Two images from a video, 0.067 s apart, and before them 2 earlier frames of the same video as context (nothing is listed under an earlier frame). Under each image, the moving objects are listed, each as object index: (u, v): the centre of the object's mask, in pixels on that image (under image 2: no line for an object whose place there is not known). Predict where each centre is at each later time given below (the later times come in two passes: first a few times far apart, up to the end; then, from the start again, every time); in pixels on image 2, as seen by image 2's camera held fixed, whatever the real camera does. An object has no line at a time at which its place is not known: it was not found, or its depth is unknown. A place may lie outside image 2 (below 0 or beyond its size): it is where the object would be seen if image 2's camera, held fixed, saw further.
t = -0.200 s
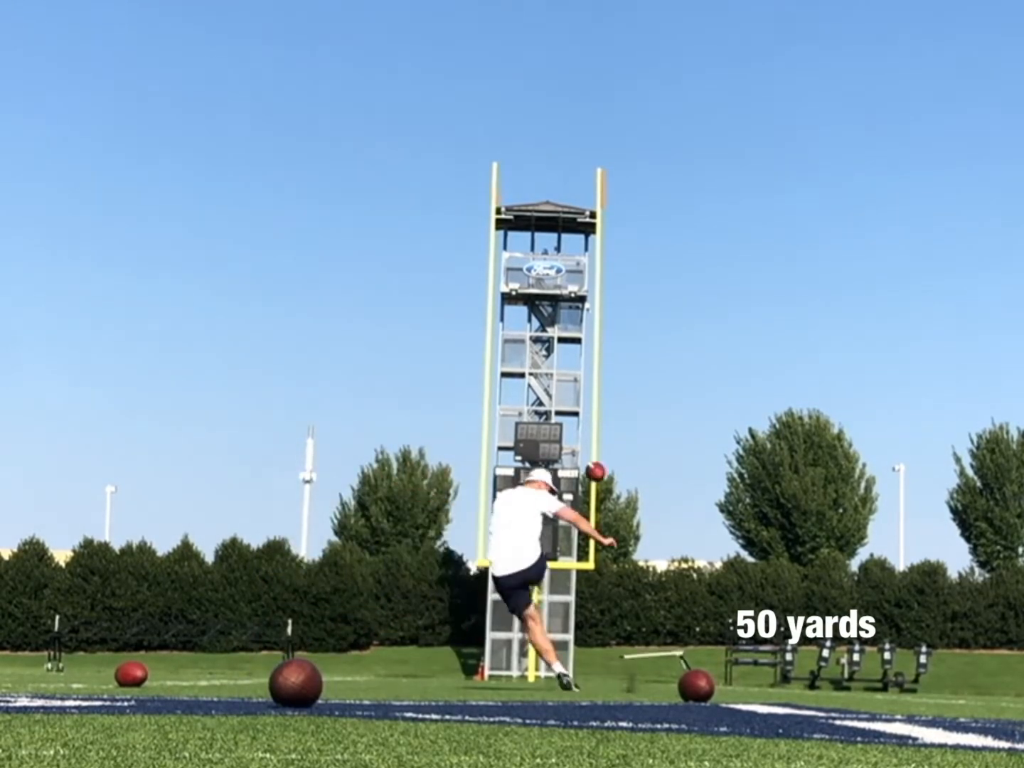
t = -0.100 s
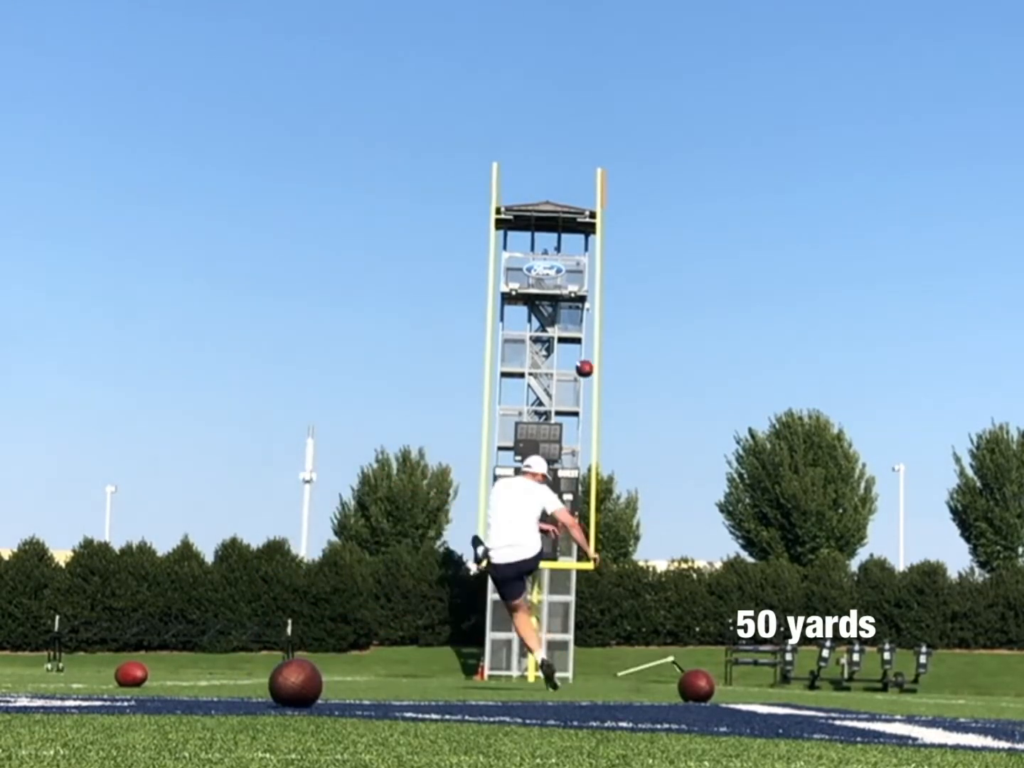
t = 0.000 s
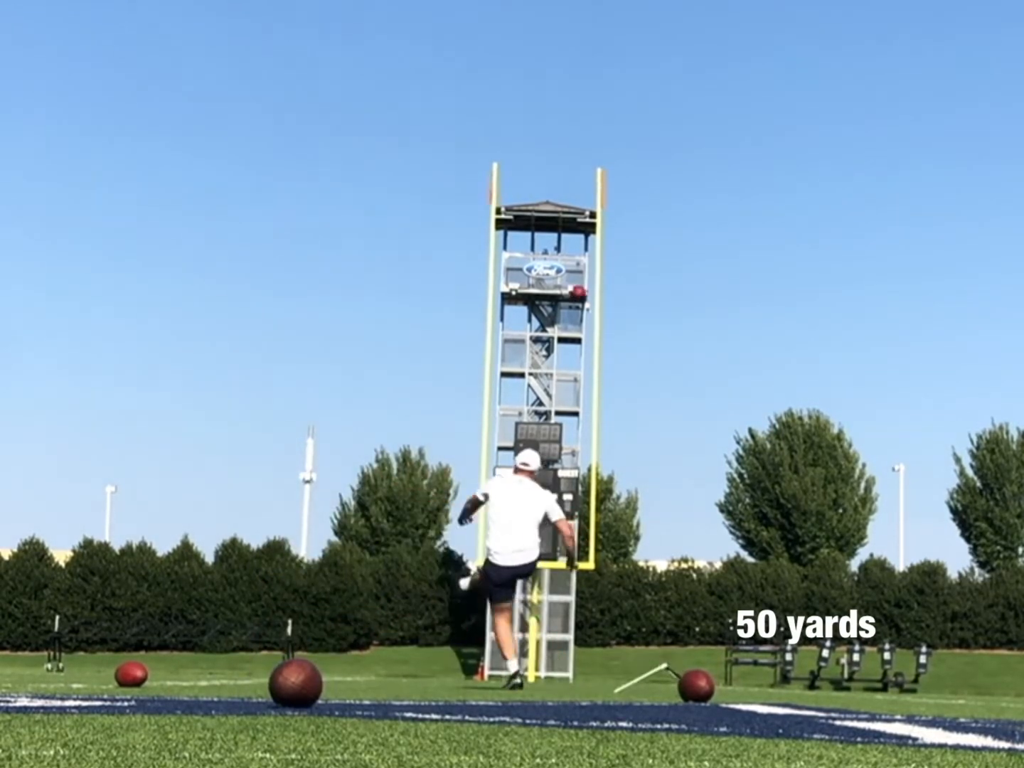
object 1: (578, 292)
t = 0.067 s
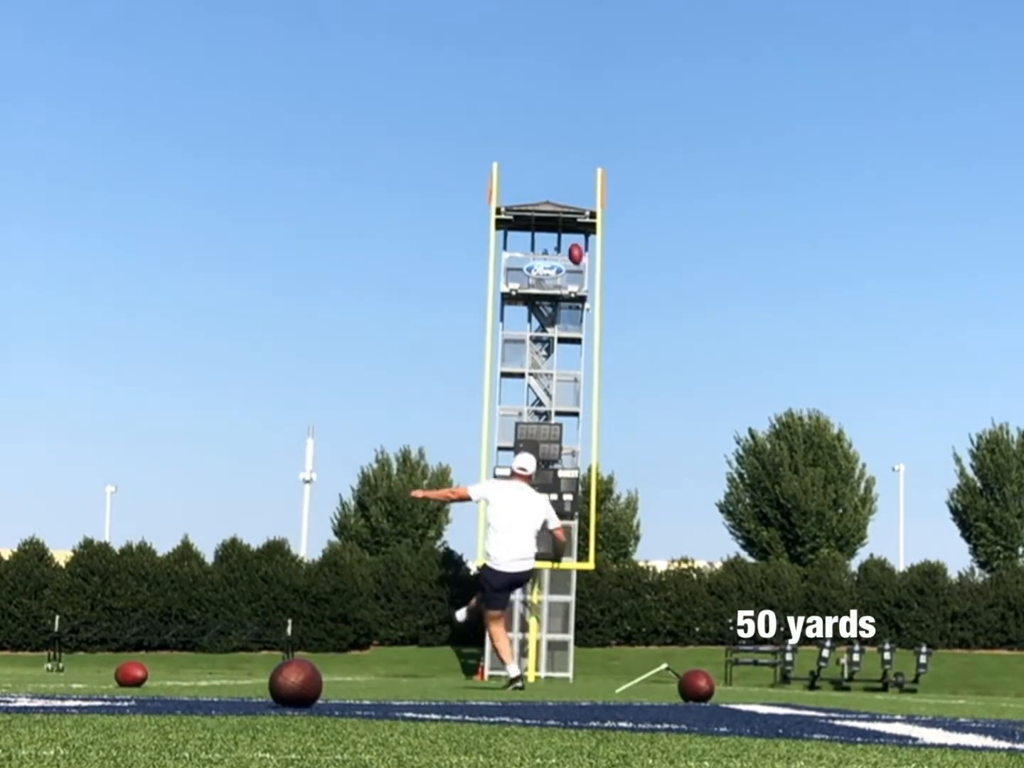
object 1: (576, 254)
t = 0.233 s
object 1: (574, 183)
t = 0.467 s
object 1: (578, 129)
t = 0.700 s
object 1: (581, 110)
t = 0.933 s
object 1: (580, 115)
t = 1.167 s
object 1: (578, 139)
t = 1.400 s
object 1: (576, 177)
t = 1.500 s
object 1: (576, 198)
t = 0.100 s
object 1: (574, 236)
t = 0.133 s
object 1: (575, 218)
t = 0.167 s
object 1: (574, 206)
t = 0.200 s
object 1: (573, 194)
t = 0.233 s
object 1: (574, 183)
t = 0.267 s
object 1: (574, 172)
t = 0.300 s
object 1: (574, 163)
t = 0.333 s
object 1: (575, 154)
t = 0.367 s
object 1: (576, 147)
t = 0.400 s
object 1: (576, 140)
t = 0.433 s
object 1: (577, 135)
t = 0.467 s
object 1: (578, 129)
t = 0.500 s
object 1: (578, 125)
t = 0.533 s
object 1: (579, 121)
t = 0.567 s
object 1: (579, 117)
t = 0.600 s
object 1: (580, 115)
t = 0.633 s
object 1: (580, 113)
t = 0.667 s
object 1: (580, 111)
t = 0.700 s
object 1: (581, 110)
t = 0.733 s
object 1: (581, 110)
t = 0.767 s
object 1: (581, 109)
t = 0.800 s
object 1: (581, 110)
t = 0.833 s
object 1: (581, 110)
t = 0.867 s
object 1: (580, 111)
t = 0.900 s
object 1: (580, 113)
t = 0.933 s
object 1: (580, 115)
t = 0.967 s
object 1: (580, 117)
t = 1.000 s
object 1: (580, 120)
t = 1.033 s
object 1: (579, 123)
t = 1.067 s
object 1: (579, 127)
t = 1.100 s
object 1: (578, 130)
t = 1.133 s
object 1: (578, 134)
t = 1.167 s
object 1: (578, 139)
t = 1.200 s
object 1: (578, 143)
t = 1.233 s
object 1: (577, 148)
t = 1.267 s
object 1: (577, 154)
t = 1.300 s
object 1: (577, 159)
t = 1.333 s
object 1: (577, 165)
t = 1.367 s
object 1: (577, 171)
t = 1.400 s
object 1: (576, 177)
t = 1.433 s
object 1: (576, 184)
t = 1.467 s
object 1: (576, 191)
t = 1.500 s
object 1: (576, 198)
